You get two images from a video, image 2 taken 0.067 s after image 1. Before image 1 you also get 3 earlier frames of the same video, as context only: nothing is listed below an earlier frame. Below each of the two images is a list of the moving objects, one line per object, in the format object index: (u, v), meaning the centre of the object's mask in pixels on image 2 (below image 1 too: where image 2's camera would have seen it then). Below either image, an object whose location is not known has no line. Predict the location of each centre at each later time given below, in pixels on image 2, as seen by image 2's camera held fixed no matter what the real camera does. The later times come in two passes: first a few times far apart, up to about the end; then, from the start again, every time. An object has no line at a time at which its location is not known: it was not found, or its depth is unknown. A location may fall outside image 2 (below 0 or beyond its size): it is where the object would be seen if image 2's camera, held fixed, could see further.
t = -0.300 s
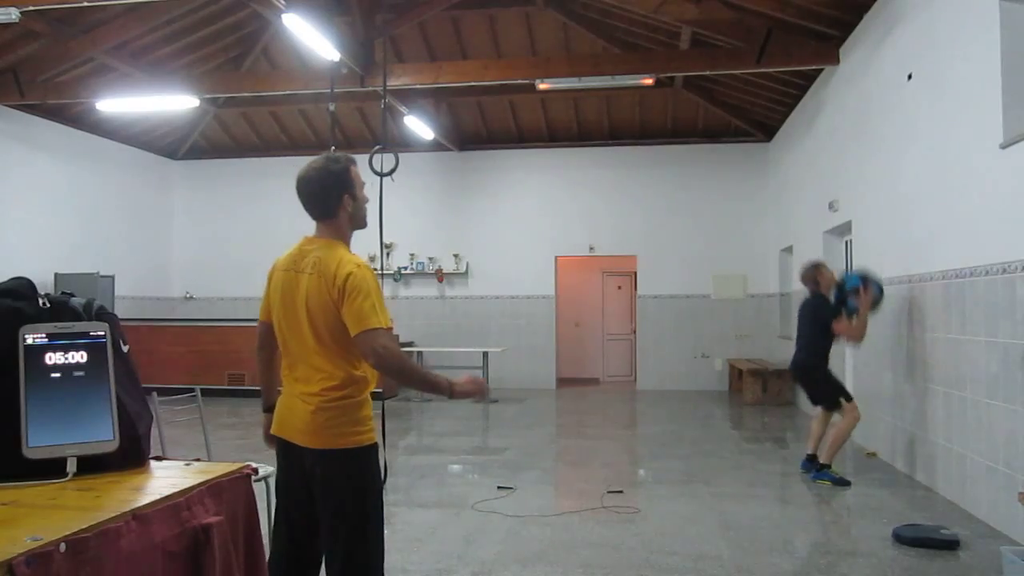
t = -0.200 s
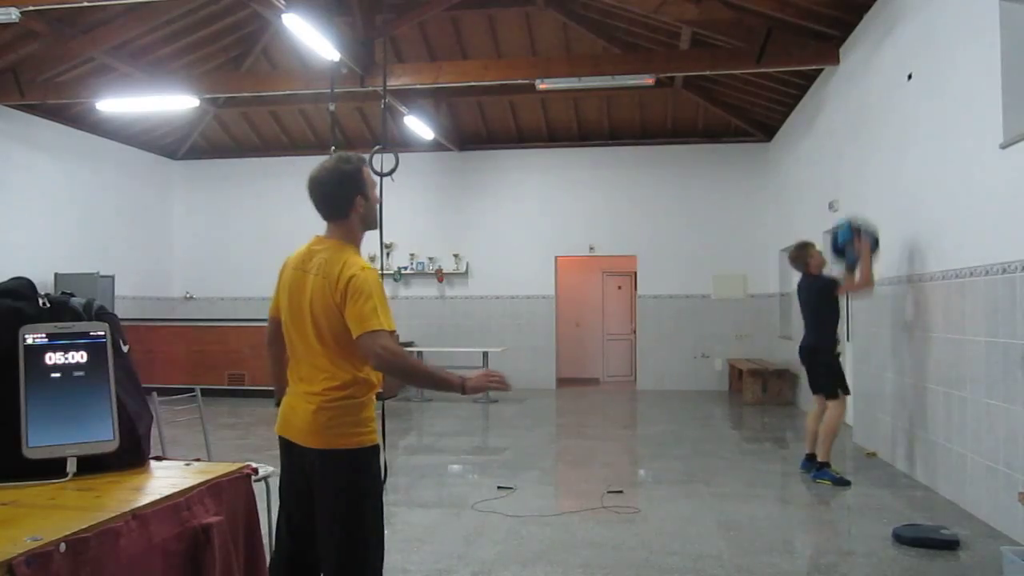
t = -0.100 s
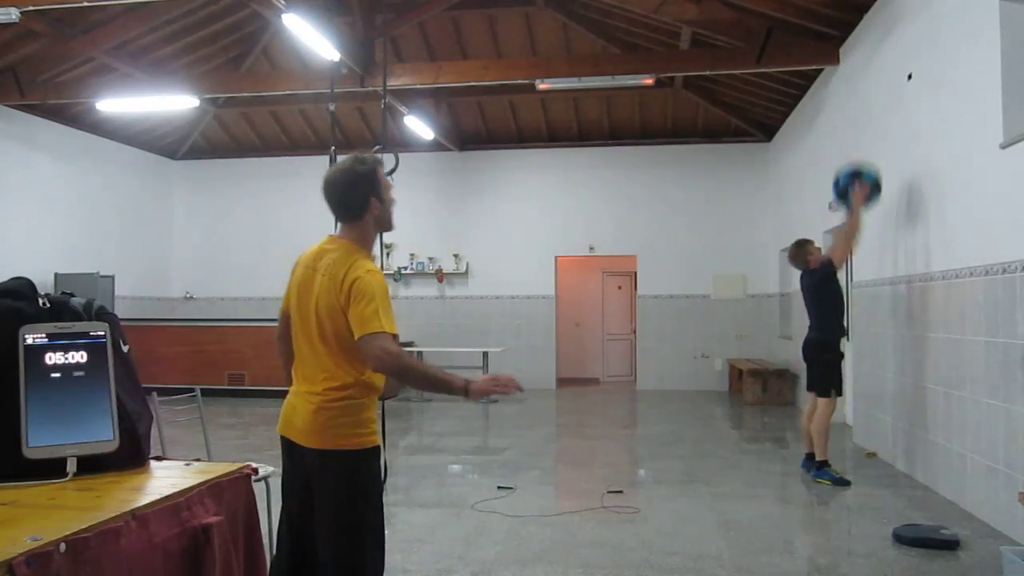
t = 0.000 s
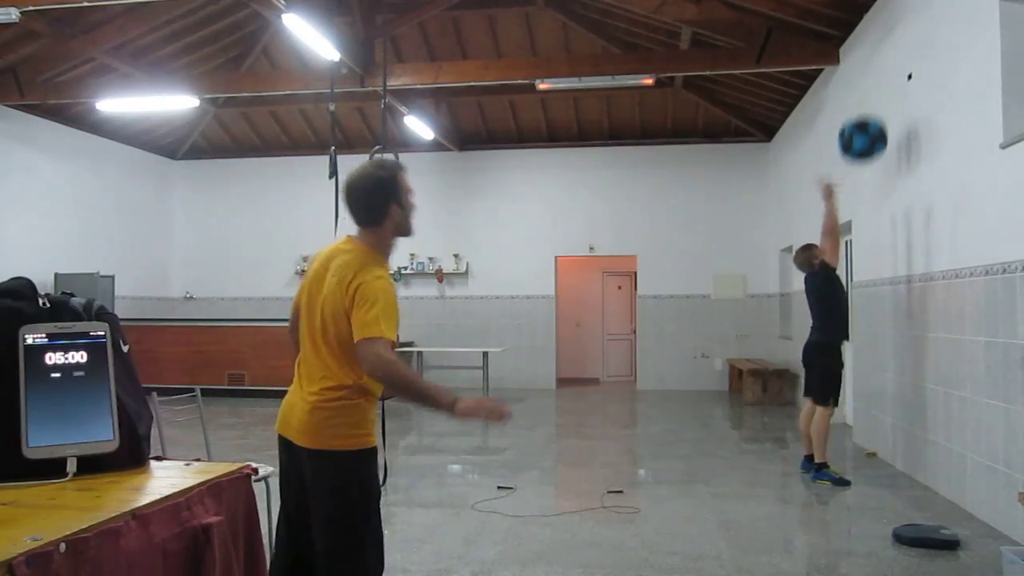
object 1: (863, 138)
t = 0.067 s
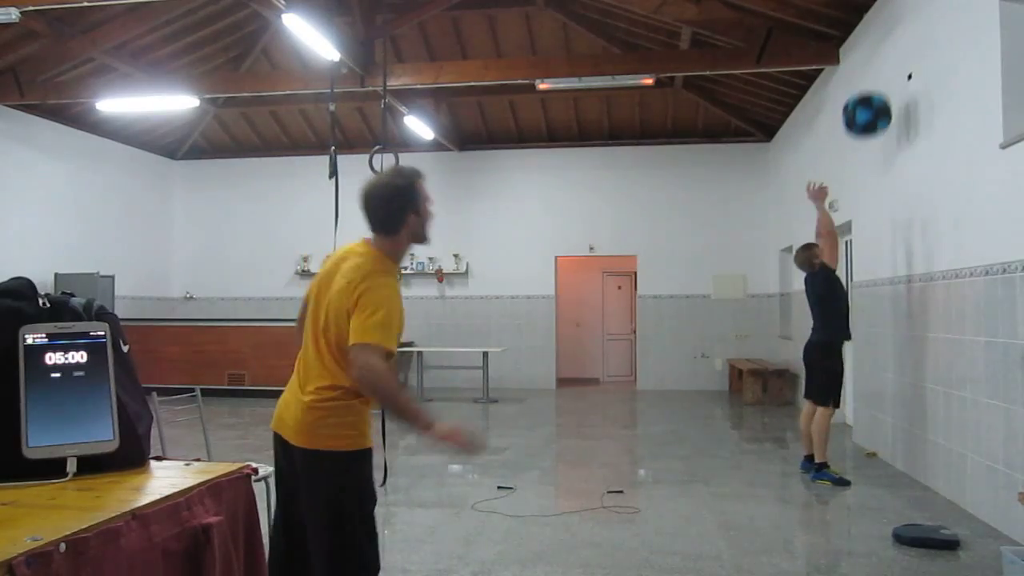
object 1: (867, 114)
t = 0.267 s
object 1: (880, 74)
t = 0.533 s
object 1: (879, 96)
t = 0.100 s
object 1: (869, 104)
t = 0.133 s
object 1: (871, 95)
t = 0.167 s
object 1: (873, 88)
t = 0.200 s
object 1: (875, 82)
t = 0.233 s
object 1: (877, 77)
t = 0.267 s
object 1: (880, 74)
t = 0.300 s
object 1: (883, 72)
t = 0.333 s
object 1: (886, 72)
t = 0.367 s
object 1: (886, 73)
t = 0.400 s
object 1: (885, 75)
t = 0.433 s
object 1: (884, 78)
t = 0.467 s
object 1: (883, 82)
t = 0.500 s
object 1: (880, 89)
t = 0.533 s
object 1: (879, 96)
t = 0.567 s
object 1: (878, 105)
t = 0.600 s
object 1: (876, 115)
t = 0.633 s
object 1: (876, 125)
